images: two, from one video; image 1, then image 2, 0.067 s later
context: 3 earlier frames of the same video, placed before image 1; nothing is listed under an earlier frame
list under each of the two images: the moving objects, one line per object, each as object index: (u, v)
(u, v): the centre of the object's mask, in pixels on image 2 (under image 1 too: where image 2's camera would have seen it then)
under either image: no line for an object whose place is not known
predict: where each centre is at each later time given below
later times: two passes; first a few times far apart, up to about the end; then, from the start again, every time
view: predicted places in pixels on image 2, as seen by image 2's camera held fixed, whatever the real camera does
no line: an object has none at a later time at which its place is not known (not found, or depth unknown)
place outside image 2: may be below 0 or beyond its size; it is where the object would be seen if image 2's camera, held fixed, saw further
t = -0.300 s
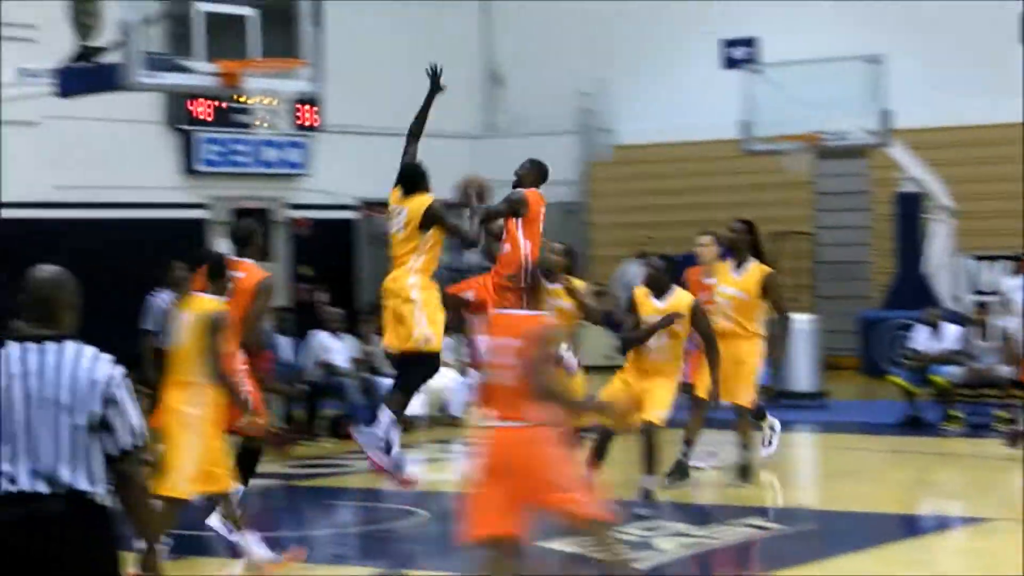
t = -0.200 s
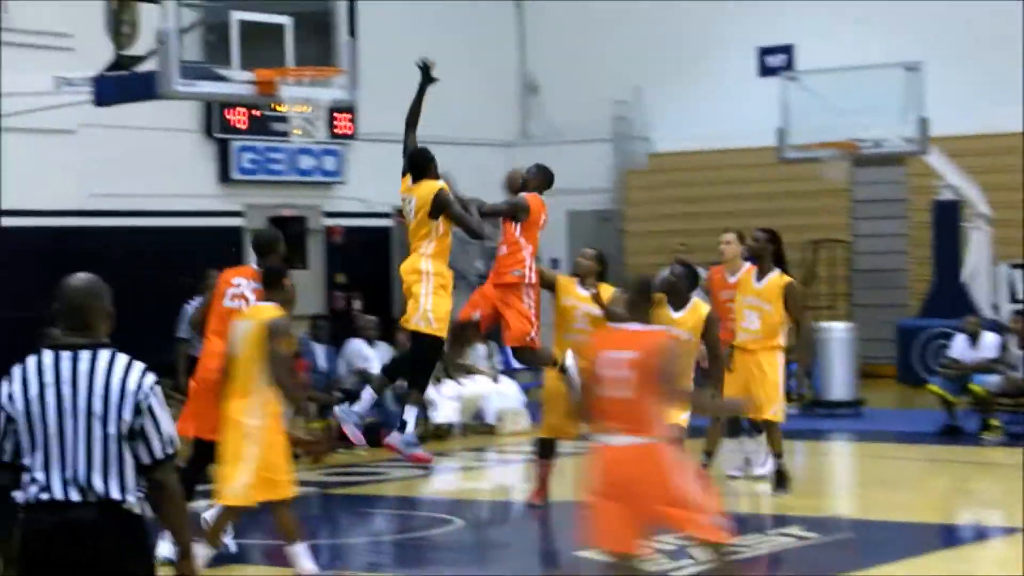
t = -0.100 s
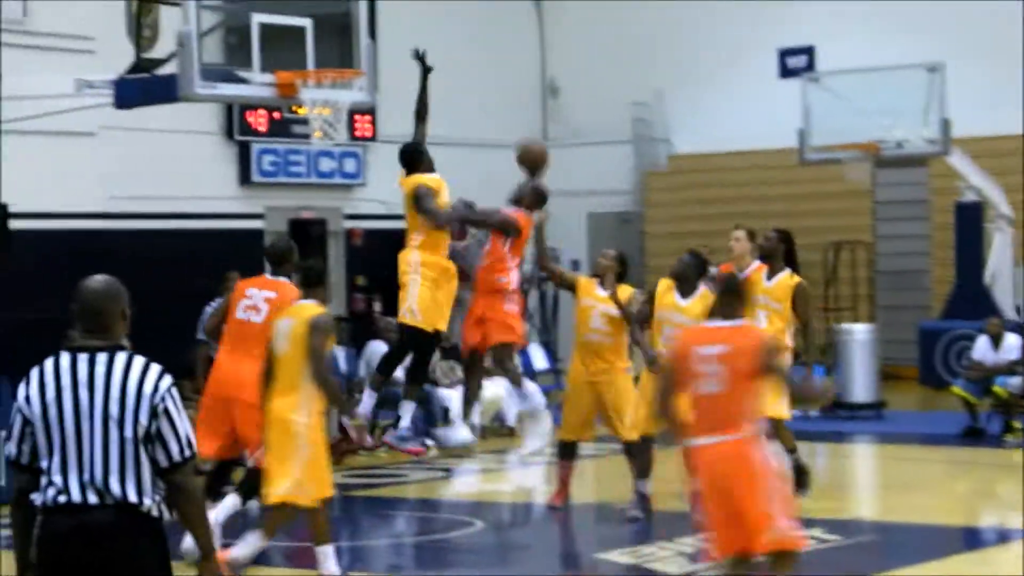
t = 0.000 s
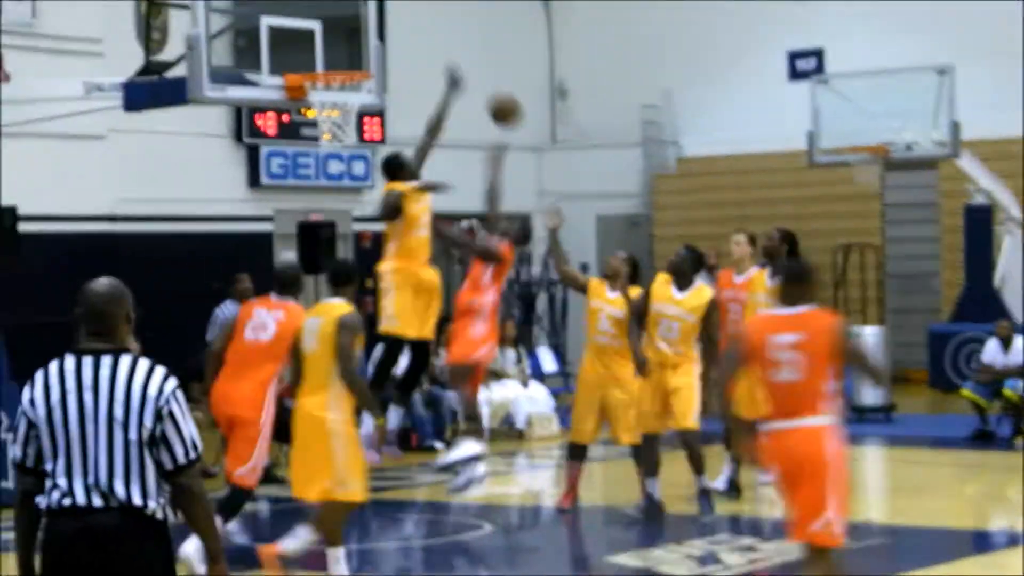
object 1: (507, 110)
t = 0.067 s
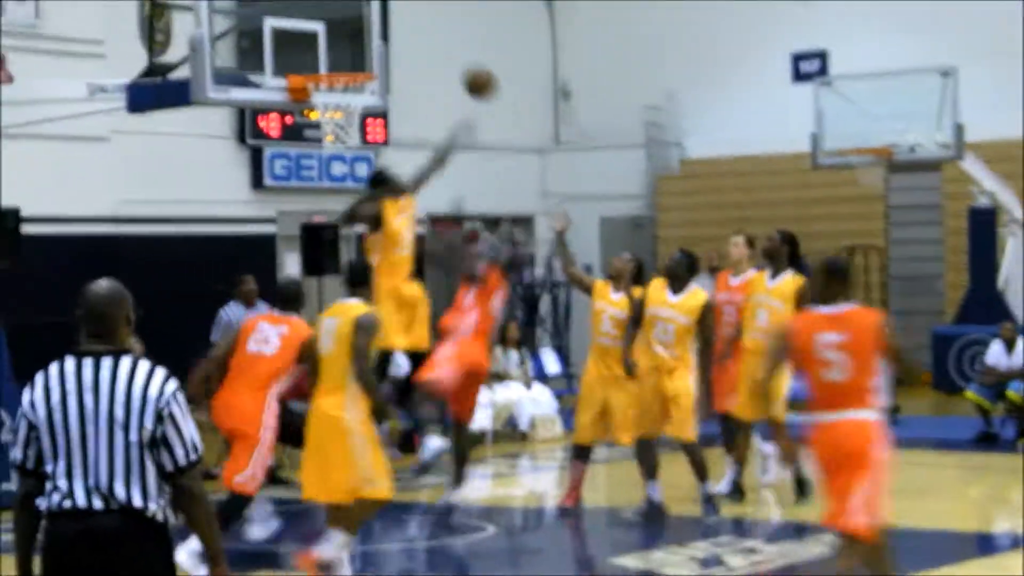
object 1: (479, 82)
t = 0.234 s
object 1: (407, 35)
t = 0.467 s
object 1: (338, 26)
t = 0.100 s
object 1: (465, 70)
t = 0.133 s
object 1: (451, 58)
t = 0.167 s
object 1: (435, 49)
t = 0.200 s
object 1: (422, 42)
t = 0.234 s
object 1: (407, 35)
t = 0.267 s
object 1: (394, 30)
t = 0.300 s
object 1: (379, 27)
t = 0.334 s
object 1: (363, 23)
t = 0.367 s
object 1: (350, 21)
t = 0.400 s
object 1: (339, 21)
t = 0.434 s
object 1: (337, 23)
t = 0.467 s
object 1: (338, 26)
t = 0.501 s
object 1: (338, 29)
